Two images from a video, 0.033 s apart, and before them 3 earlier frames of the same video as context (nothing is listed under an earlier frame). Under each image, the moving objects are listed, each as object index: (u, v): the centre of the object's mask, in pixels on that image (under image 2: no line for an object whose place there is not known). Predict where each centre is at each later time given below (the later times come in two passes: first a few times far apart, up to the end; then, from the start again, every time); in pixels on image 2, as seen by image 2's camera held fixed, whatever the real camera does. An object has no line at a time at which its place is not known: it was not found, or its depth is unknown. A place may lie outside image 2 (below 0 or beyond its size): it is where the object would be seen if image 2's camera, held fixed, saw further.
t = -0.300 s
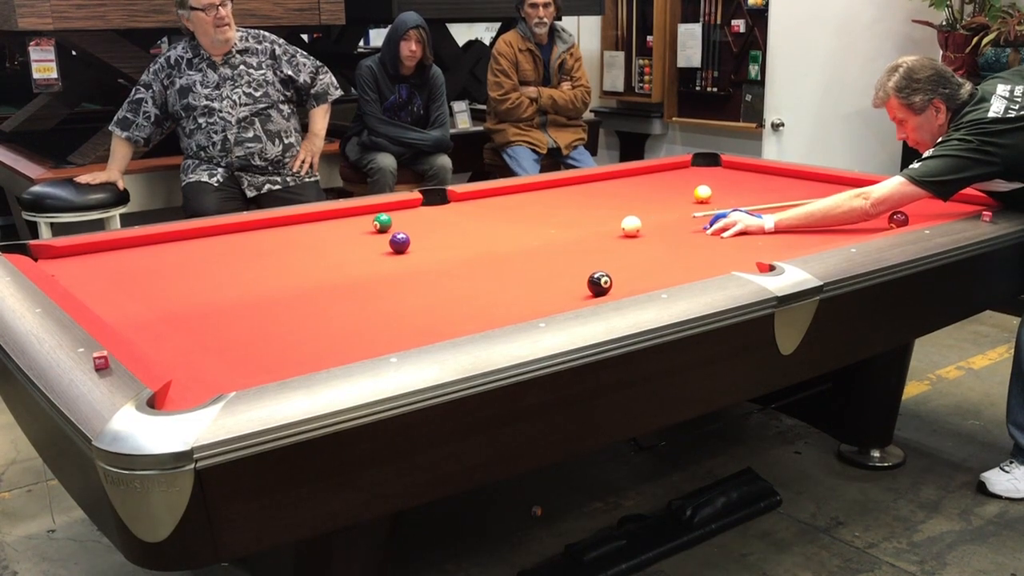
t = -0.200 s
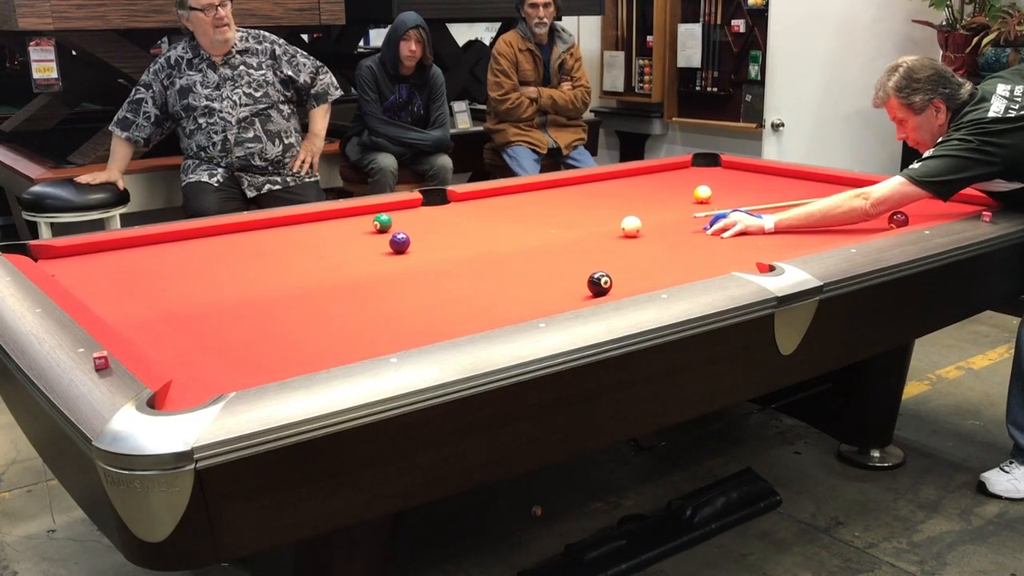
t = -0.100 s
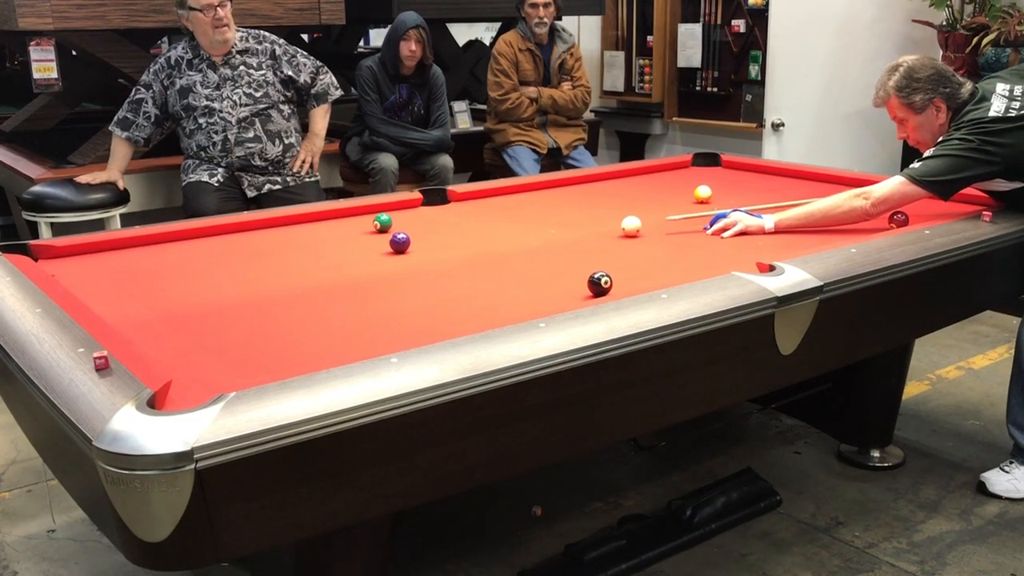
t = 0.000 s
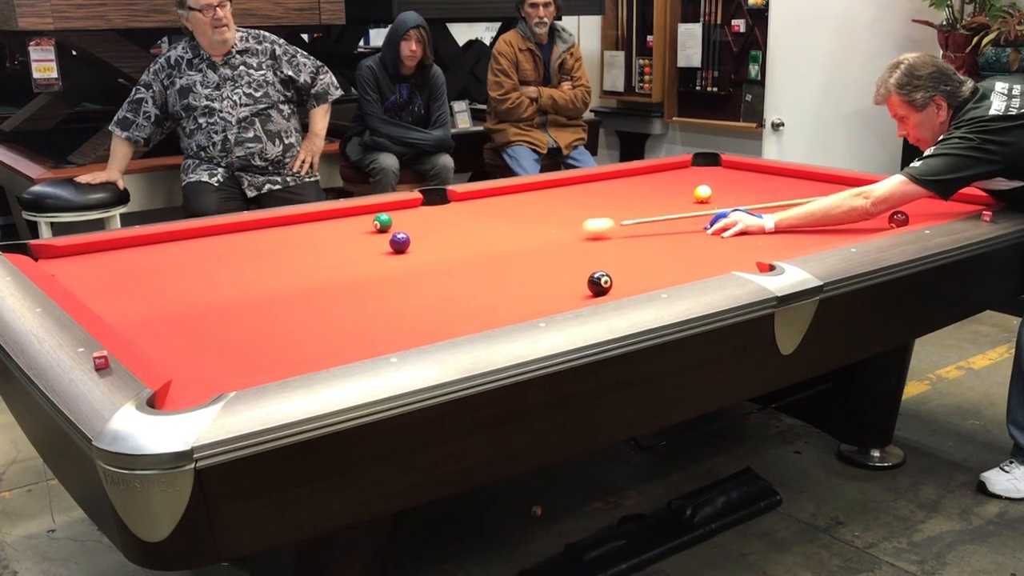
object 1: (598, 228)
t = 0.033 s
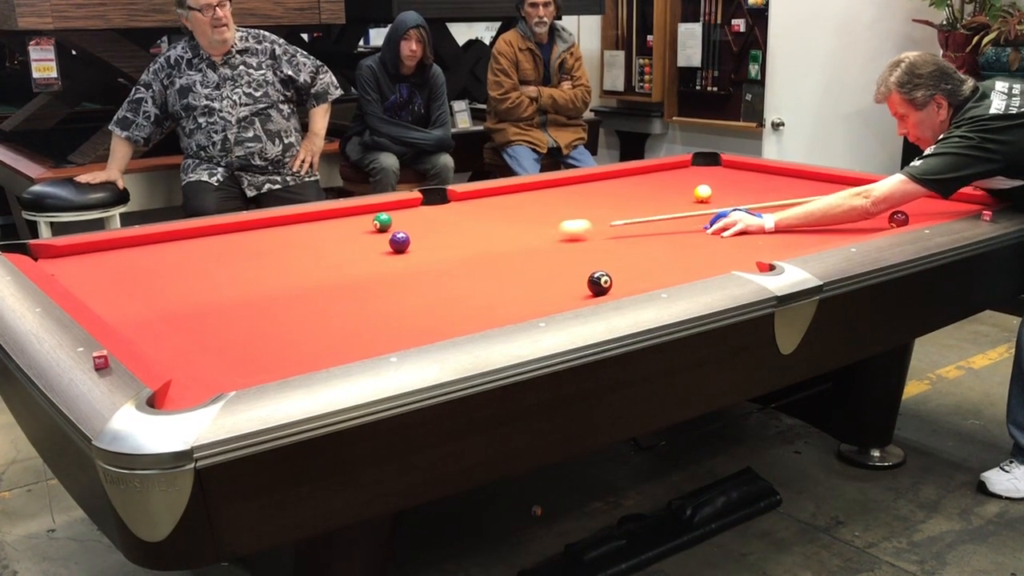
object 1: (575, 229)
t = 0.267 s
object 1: (422, 241)
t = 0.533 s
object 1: (391, 248)
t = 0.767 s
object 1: (345, 256)
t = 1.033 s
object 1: (292, 265)
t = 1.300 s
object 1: (238, 273)
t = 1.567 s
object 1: (183, 283)
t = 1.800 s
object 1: (134, 291)
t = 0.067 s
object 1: (552, 231)
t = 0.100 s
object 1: (530, 233)
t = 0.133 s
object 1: (508, 234)
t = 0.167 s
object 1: (486, 236)
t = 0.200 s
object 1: (464, 238)
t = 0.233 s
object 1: (440, 239)
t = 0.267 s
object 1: (422, 241)
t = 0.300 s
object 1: (420, 242)
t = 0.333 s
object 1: (418, 243)
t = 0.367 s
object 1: (415, 244)
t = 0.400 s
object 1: (412, 245)
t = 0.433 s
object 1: (408, 245)
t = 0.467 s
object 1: (403, 246)
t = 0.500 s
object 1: (397, 247)
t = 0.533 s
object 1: (391, 248)
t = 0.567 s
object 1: (384, 249)
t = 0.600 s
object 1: (378, 251)
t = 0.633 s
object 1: (371, 251)
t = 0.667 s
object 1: (365, 253)
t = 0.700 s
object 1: (358, 254)
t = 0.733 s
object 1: (351, 255)
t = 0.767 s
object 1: (345, 256)
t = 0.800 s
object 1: (338, 257)
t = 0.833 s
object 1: (332, 258)
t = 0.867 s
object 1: (325, 259)
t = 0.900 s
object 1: (319, 260)
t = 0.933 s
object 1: (312, 261)
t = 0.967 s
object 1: (305, 262)
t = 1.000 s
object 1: (299, 263)
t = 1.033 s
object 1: (292, 265)
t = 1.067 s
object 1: (285, 266)
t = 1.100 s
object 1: (279, 267)
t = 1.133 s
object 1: (272, 268)
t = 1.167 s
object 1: (265, 269)
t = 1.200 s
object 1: (258, 270)
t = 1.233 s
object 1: (252, 271)
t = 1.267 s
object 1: (245, 272)
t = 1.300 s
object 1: (238, 273)
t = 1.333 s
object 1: (231, 275)
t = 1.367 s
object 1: (224, 276)
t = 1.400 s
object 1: (217, 277)
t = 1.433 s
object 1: (210, 278)
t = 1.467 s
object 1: (204, 280)
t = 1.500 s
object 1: (197, 281)
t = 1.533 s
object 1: (190, 282)
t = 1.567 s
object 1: (183, 283)
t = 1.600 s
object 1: (176, 284)
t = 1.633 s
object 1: (169, 286)
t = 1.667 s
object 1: (162, 287)
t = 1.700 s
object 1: (155, 288)
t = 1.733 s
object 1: (148, 289)
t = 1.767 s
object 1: (141, 290)
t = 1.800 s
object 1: (134, 291)
